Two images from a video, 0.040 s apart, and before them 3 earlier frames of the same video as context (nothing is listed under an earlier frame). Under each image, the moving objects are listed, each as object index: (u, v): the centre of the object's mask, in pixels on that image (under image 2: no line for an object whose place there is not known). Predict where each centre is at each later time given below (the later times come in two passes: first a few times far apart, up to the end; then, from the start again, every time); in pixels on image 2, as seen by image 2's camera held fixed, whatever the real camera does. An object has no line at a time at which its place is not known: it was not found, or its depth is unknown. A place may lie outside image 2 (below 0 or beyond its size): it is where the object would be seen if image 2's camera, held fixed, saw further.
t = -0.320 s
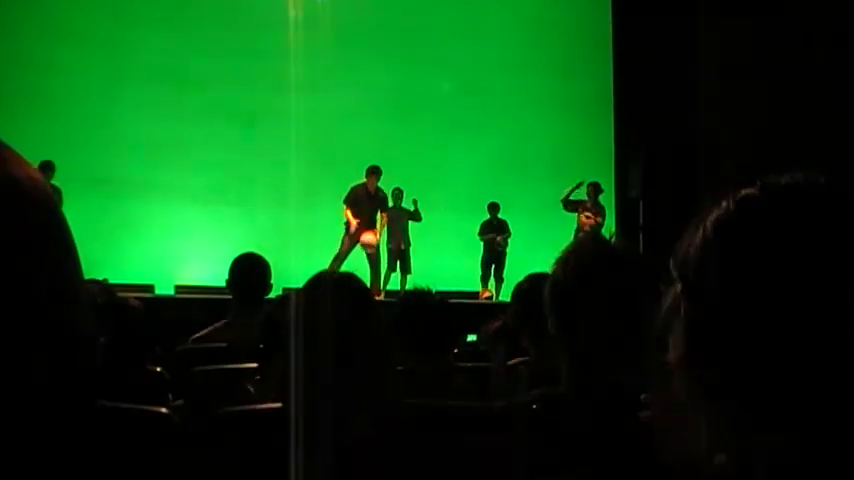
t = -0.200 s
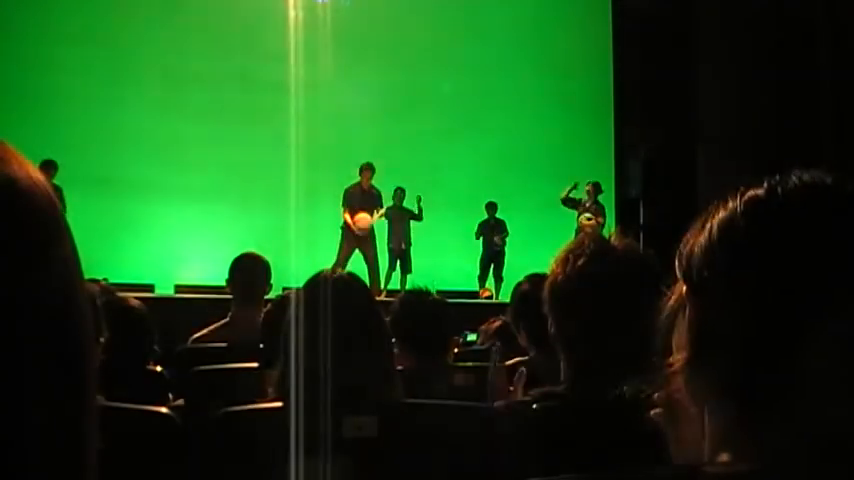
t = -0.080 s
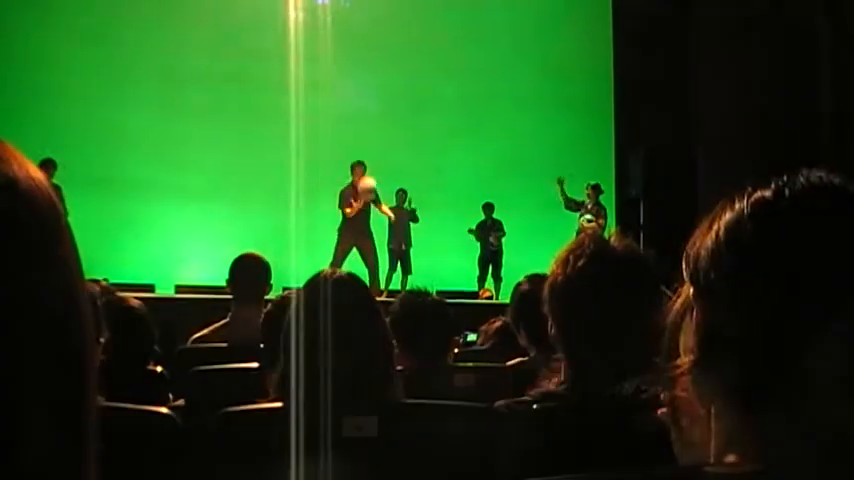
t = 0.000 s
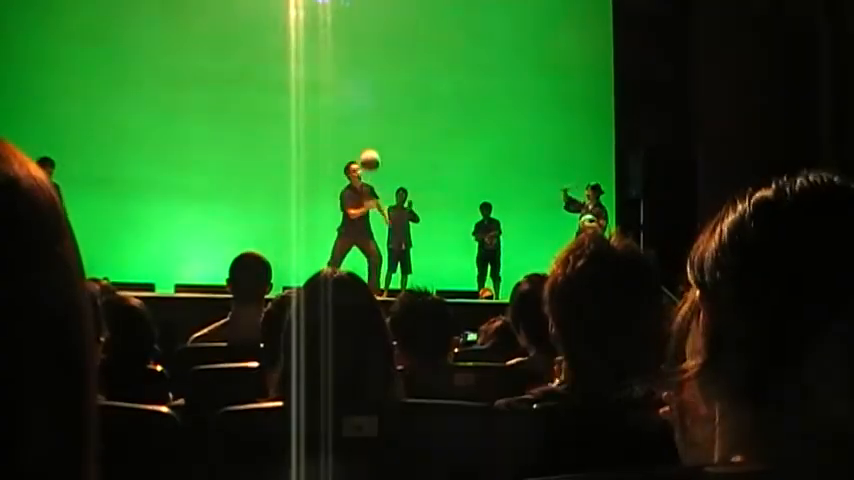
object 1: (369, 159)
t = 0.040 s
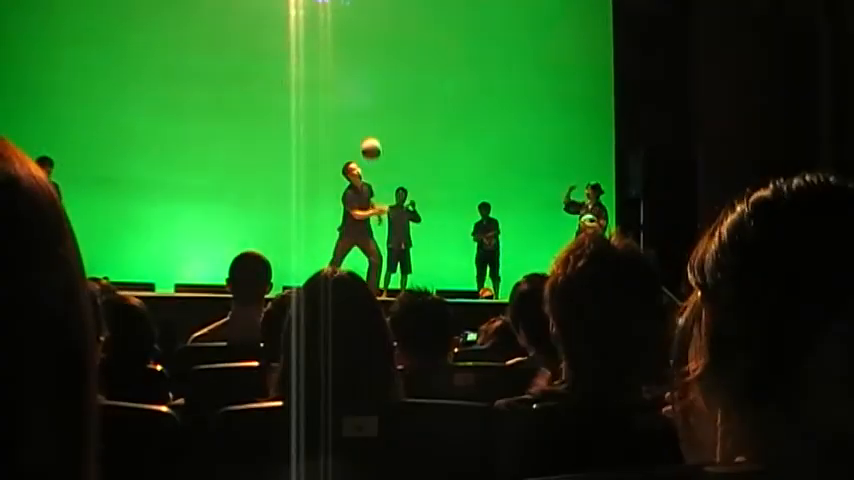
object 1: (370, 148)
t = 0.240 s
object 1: (376, 111)
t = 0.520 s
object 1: (382, 114)
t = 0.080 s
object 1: (371, 138)
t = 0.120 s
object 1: (372, 130)
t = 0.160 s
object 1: (373, 122)
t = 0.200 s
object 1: (374, 115)
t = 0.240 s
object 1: (376, 111)
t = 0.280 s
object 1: (376, 108)
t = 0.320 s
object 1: (378, 106)
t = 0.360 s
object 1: (379, 105)
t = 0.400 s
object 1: (380, 105)
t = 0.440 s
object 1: (381, 106)
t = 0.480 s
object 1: (381, 110)
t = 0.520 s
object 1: (382, 114)
